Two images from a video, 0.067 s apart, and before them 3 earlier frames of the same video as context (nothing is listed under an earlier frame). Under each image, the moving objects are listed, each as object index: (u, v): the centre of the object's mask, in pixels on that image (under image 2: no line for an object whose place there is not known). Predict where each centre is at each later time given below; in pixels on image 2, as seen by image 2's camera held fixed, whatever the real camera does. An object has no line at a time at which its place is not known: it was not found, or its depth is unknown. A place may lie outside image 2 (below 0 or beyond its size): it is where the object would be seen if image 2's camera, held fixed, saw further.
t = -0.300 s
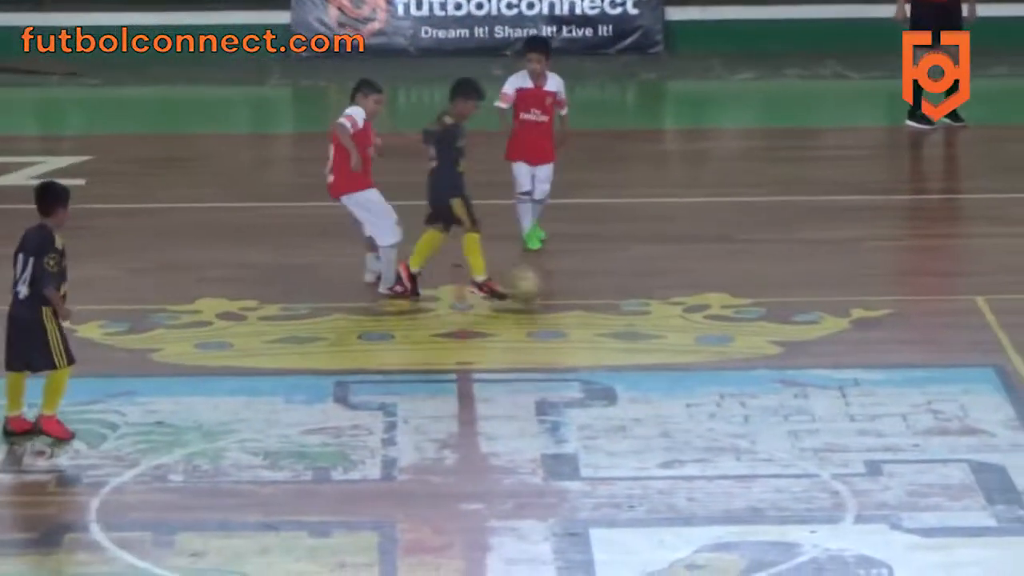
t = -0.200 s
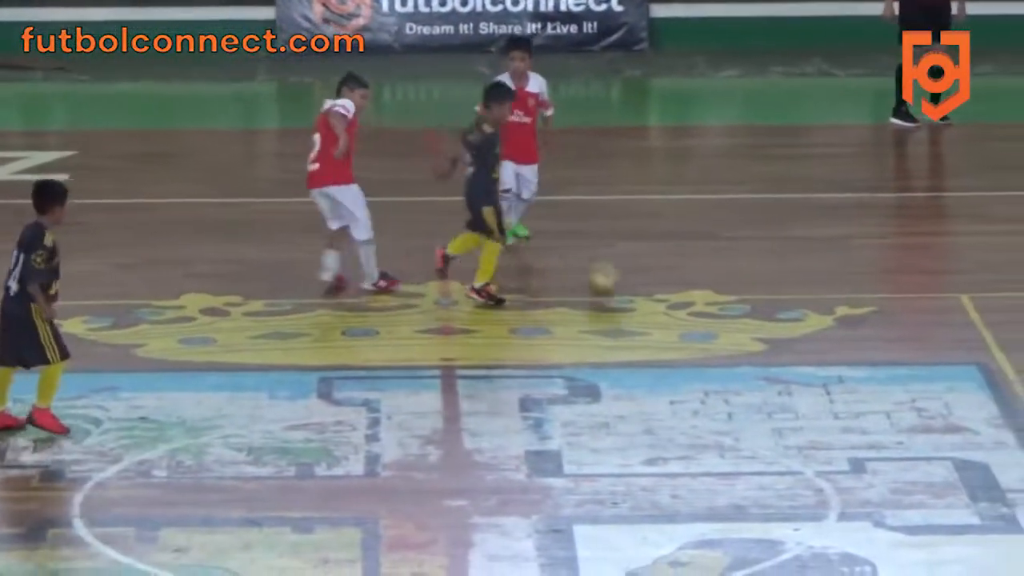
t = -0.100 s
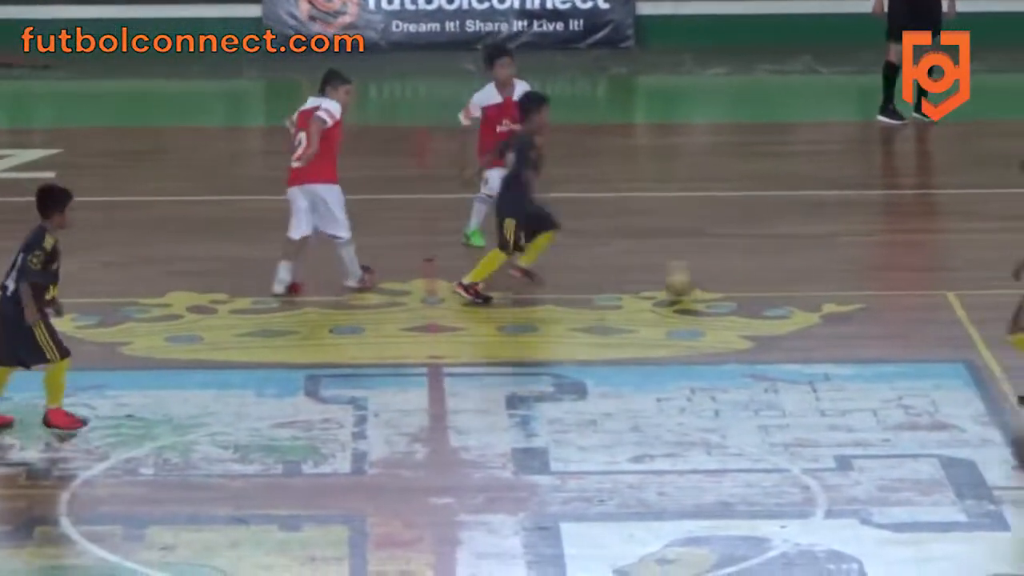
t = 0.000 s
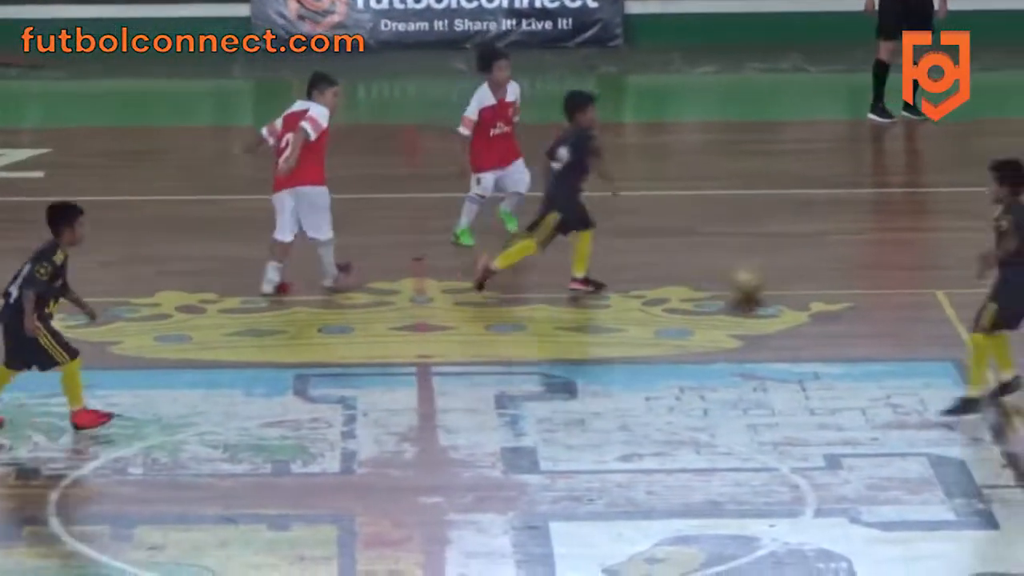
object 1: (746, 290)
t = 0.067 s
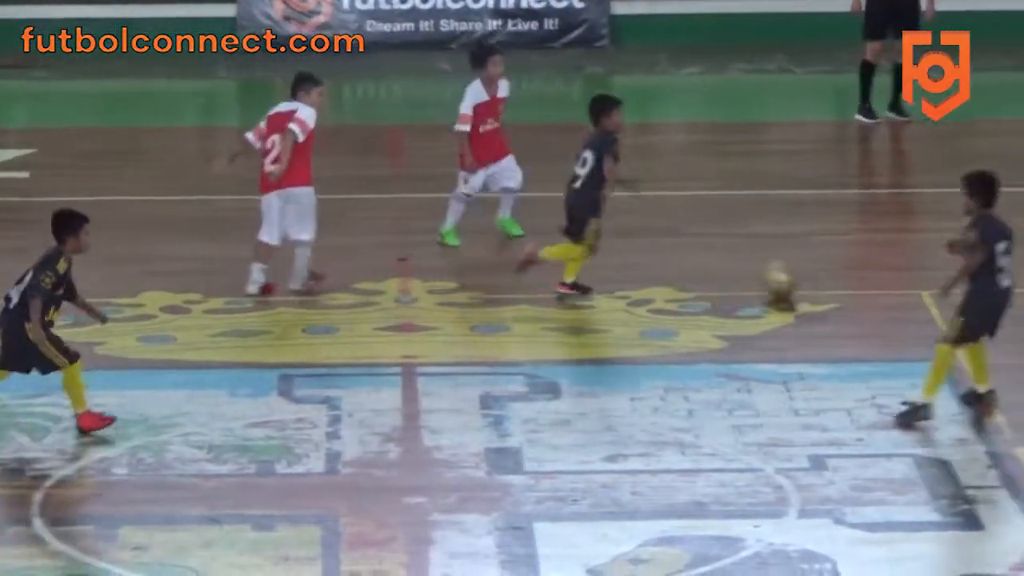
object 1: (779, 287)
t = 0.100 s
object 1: (803, 283)
